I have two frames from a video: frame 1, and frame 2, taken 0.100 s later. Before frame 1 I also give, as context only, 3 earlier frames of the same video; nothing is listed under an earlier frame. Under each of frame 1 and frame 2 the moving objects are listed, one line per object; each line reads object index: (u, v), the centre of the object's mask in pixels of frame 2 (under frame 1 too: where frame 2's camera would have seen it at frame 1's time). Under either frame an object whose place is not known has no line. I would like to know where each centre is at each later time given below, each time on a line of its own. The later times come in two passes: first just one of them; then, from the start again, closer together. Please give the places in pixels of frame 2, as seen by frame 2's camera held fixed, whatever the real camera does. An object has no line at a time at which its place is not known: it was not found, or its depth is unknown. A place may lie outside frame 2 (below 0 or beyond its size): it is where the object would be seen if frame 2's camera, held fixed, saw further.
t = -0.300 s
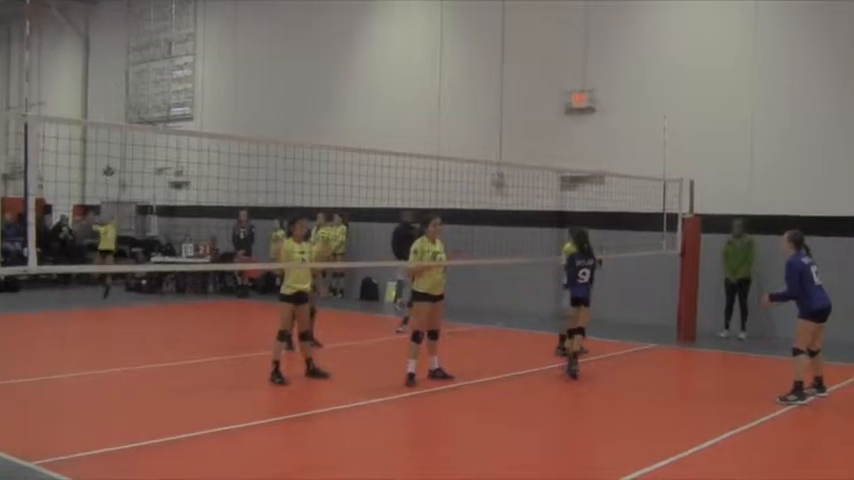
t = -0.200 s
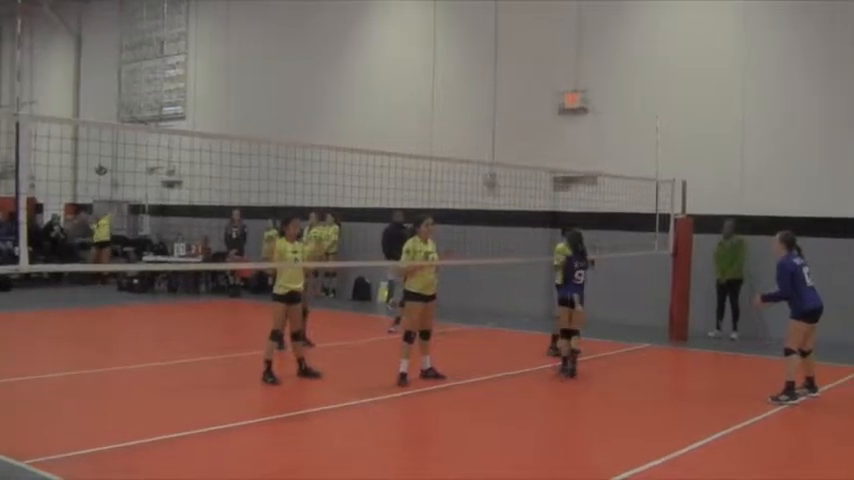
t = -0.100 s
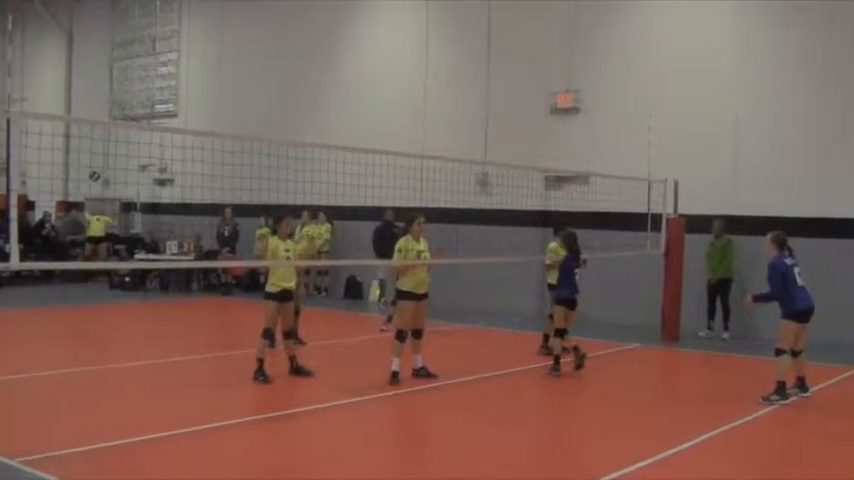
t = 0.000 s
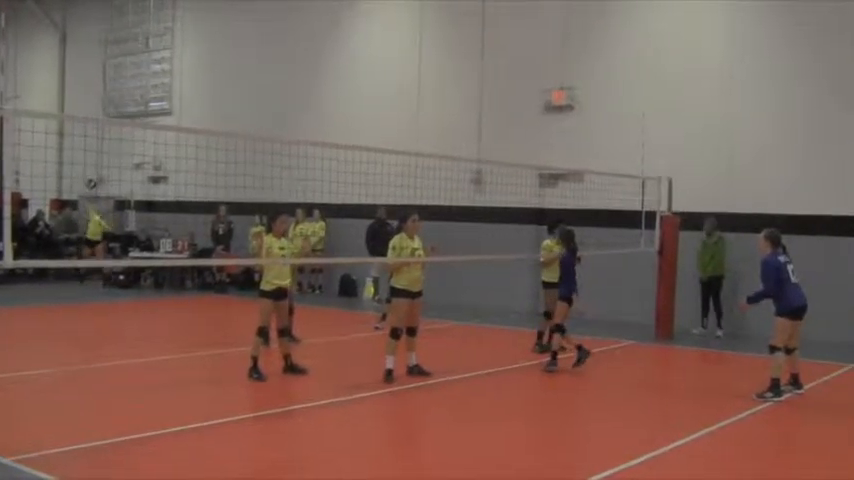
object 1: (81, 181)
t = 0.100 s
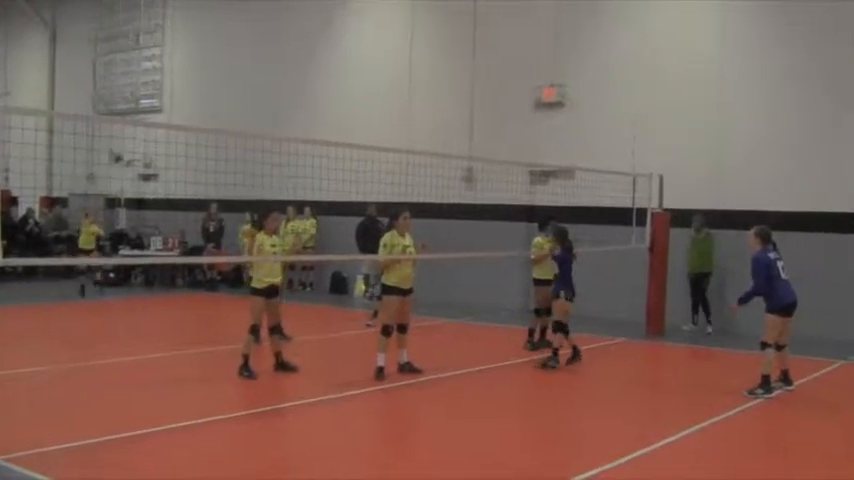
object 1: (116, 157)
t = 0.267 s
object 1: (184, 118)
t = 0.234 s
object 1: (169, 130)
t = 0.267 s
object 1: (184, 118)
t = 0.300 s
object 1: (198, 115)
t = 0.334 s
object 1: (214, 109)
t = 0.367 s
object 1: (232, 105)
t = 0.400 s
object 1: (251, 100)
